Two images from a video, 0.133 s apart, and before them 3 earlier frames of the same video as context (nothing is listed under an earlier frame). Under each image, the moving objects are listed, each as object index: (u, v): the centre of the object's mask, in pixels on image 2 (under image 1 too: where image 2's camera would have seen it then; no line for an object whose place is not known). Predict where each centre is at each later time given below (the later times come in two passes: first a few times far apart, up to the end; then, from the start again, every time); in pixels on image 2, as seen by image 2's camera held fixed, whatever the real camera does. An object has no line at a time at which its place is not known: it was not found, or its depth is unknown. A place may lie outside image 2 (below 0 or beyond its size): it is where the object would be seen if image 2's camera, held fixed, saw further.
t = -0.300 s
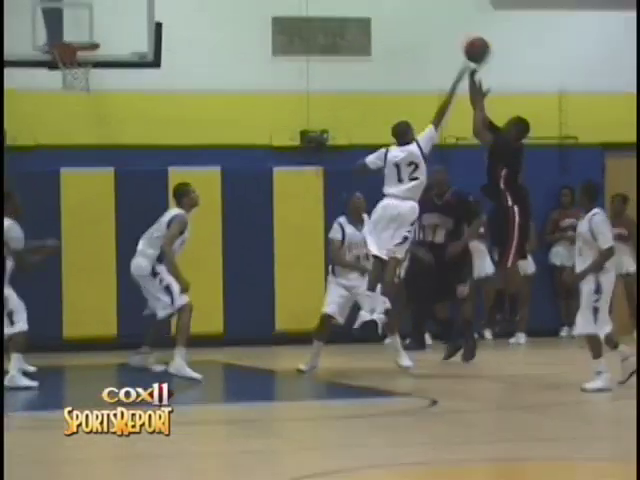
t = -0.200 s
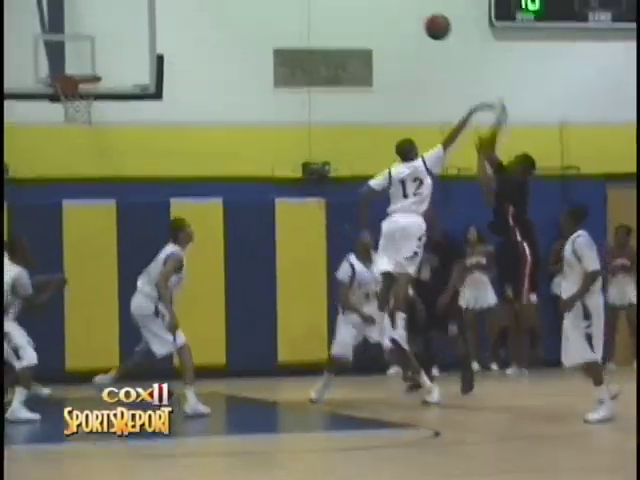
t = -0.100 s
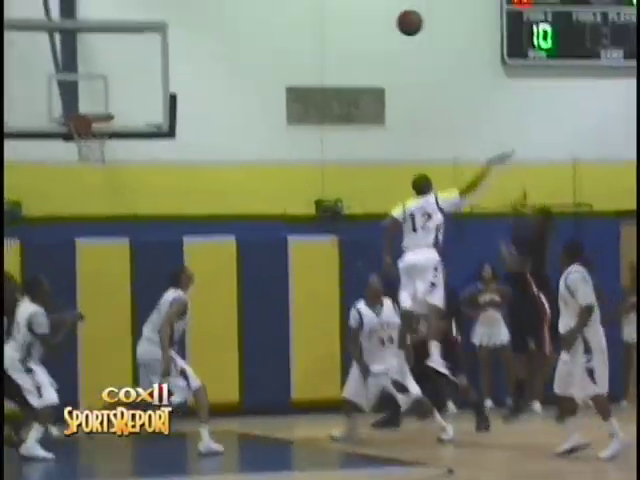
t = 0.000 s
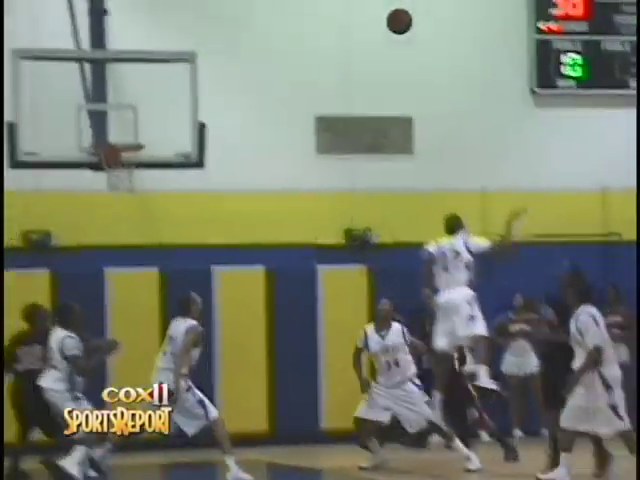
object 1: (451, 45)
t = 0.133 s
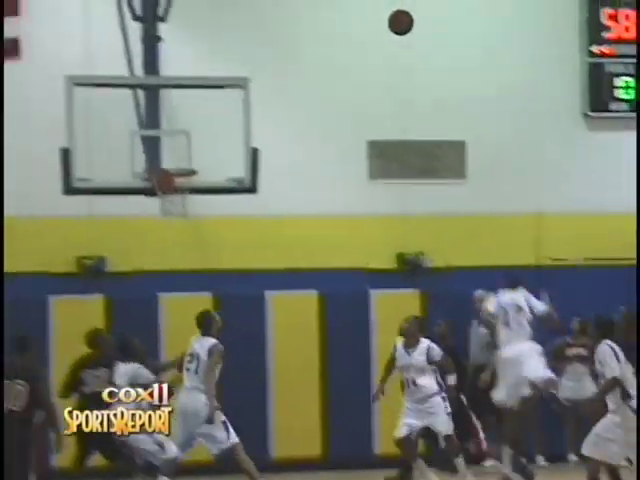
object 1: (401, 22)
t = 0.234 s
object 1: (363, 18)
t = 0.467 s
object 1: (281, 46)
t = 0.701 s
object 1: (201, 129)
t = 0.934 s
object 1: (156, 186)
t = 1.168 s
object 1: (168, 193)
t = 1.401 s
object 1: (190, 259)
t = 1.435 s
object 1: (195, 273)
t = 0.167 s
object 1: (388, 20)
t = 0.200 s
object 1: (376, 18)
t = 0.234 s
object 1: (363, 18)
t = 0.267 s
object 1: (351, 18)
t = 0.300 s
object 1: (339, 20)
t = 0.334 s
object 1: (327, 23)
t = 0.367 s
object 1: (316, 27)
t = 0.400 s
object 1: (304, 32)
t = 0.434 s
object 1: (292, 39)
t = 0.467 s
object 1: (281, 46)
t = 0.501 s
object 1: (269, 55)
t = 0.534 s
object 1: (257, 64)
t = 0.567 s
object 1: (246, 75)
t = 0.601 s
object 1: (235, 87)
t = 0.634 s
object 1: (223, 100)
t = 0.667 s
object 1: (212, 114)
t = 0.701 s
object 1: (201, 129)
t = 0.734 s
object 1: (190, 145)
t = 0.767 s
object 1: (179, 161)
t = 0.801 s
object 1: (173, 170)
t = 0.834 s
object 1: (163, 182)
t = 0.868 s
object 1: (159, 185)
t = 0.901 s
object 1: (157, 185)
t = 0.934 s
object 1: (156, 186)
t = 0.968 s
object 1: (158, 185)
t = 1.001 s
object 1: (160, 185)
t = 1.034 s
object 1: (161, 186)
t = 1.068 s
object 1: (162, 187)
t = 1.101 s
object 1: (163, 189)
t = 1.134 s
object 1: (166, 195)
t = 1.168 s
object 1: (168, 193)
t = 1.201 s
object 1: (175, 209)
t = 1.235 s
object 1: (178, 215)
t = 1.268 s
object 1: (181, 222)
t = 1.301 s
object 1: (183, 229)
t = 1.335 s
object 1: (185, 239)
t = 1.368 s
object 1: (188, 249)
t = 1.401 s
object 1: (190, 259)
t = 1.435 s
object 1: (195, 273)
